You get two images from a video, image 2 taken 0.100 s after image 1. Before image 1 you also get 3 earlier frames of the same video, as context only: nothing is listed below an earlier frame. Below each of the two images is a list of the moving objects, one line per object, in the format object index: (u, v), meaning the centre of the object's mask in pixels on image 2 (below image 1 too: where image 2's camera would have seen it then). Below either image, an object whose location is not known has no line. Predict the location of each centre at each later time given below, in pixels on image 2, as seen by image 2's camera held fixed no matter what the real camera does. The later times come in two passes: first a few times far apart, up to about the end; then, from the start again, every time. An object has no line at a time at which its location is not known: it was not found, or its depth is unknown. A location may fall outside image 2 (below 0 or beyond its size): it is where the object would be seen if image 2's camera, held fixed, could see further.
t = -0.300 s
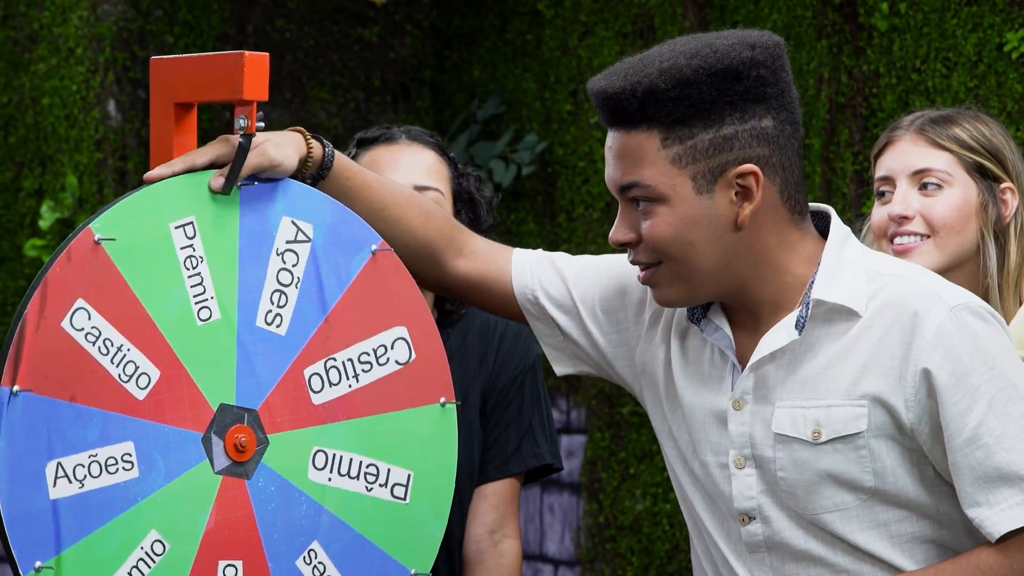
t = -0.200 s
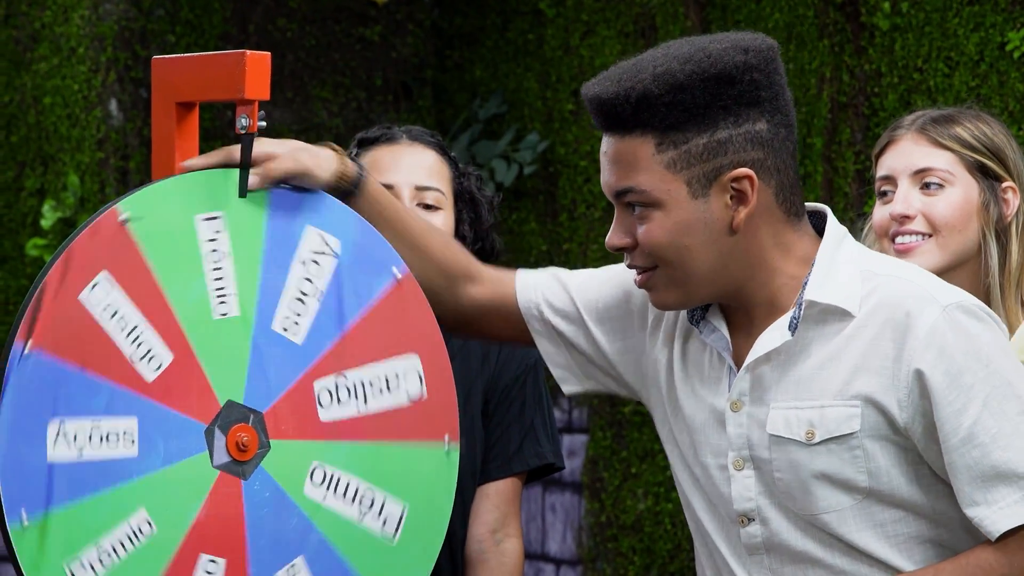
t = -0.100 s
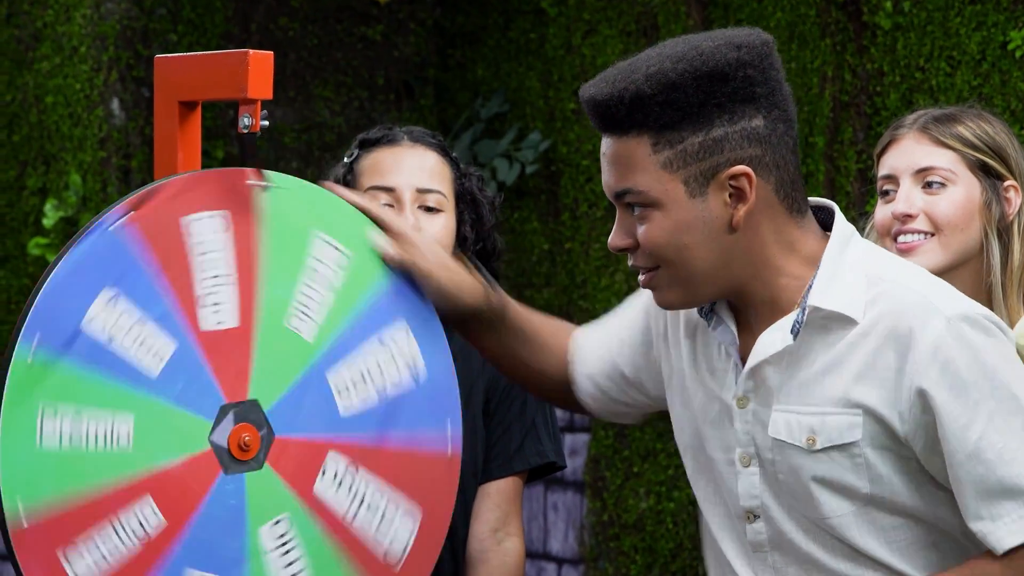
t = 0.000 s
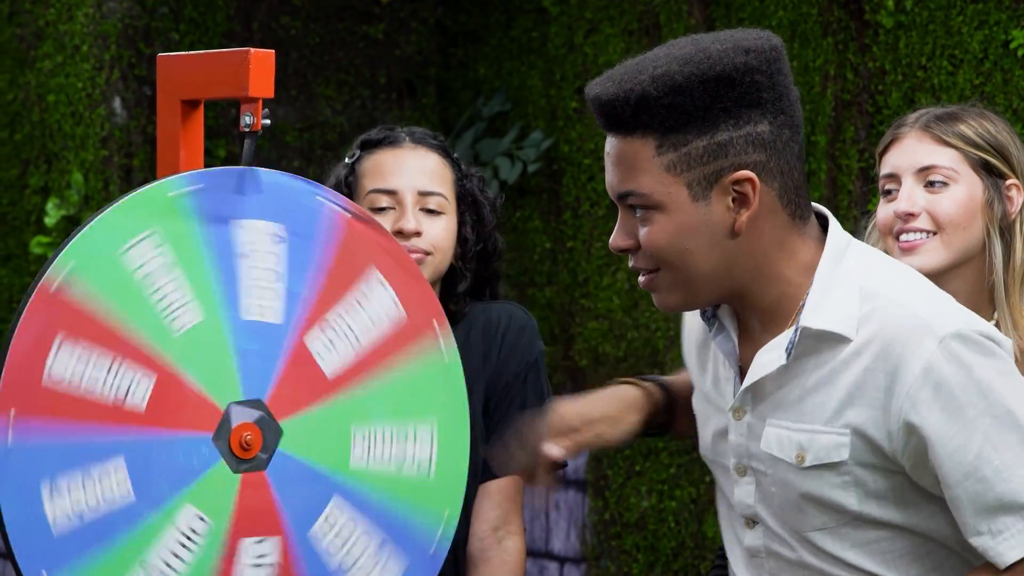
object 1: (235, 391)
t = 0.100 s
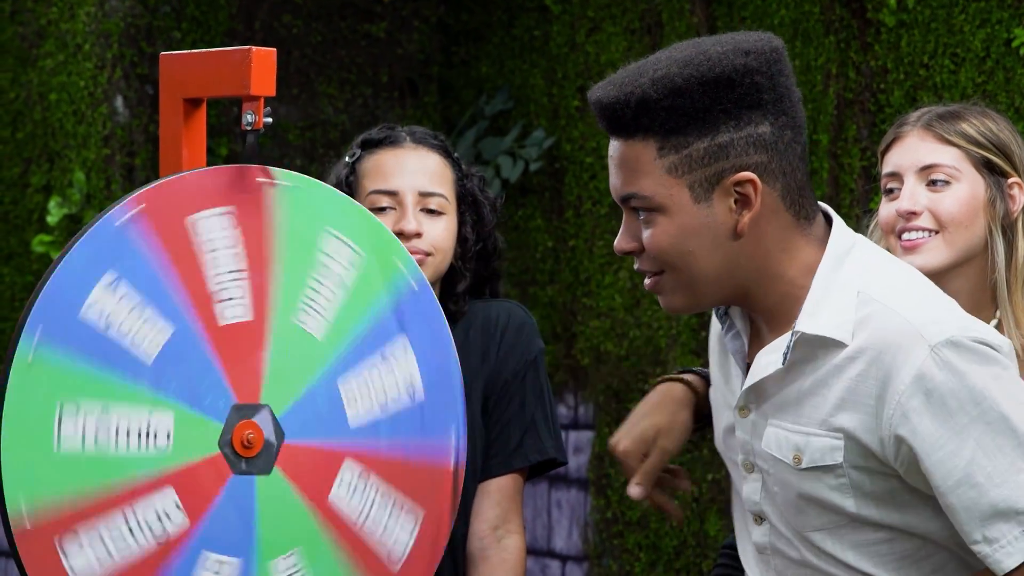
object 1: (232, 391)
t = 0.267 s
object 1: (230, 394)
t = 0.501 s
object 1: (227, 395)
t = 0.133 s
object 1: (232, 391)
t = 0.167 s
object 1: (231, 393)
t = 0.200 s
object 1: (231, 394)
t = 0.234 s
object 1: (230, 394)
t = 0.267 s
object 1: (230, 394)
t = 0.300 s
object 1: (230, 394)
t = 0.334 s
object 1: (230, 394)
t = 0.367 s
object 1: (229, 394)
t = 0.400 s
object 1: (228, 395)
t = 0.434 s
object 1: (228, 395)
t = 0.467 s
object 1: (228, 395)
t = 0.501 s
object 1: (227, 395)
